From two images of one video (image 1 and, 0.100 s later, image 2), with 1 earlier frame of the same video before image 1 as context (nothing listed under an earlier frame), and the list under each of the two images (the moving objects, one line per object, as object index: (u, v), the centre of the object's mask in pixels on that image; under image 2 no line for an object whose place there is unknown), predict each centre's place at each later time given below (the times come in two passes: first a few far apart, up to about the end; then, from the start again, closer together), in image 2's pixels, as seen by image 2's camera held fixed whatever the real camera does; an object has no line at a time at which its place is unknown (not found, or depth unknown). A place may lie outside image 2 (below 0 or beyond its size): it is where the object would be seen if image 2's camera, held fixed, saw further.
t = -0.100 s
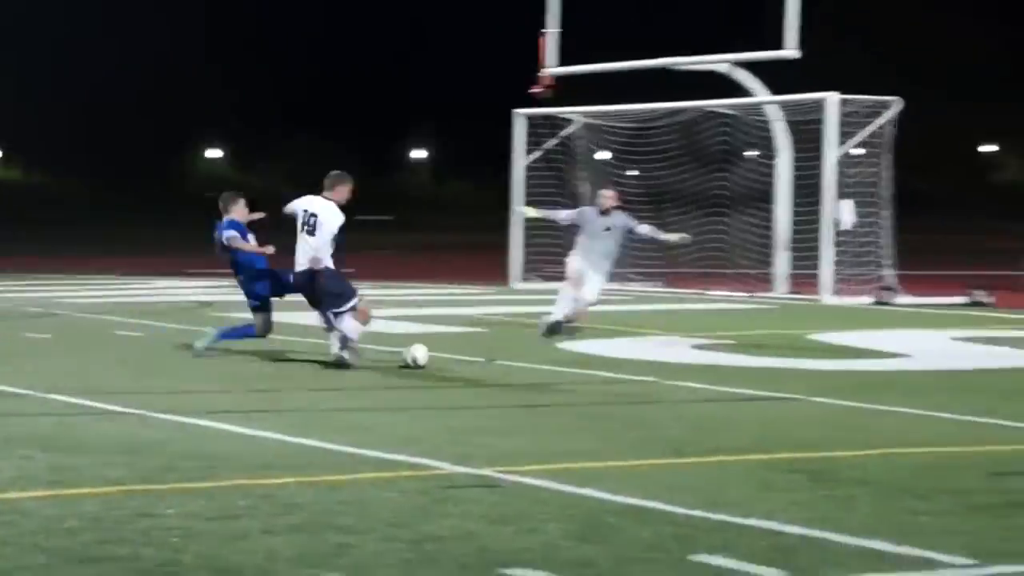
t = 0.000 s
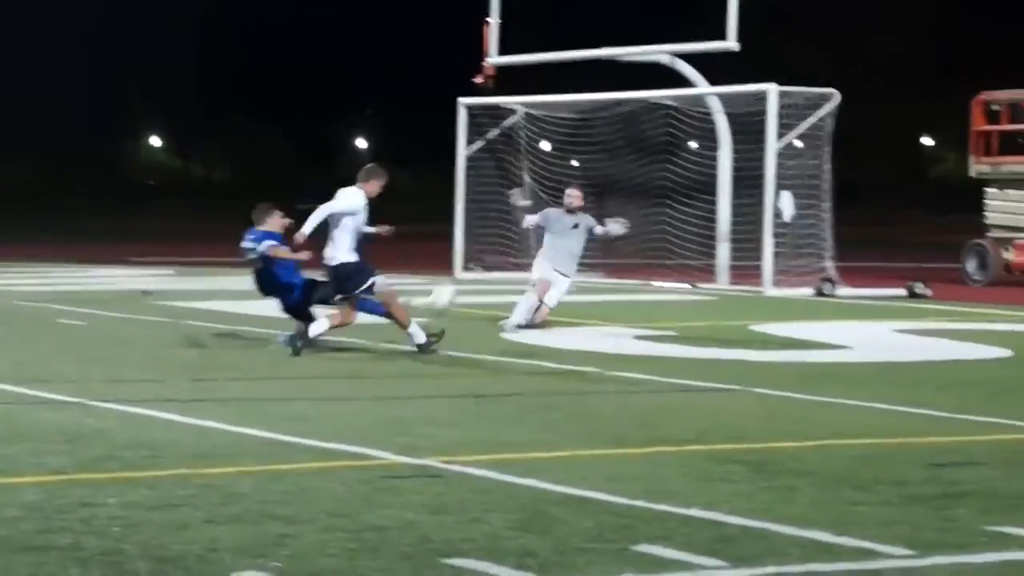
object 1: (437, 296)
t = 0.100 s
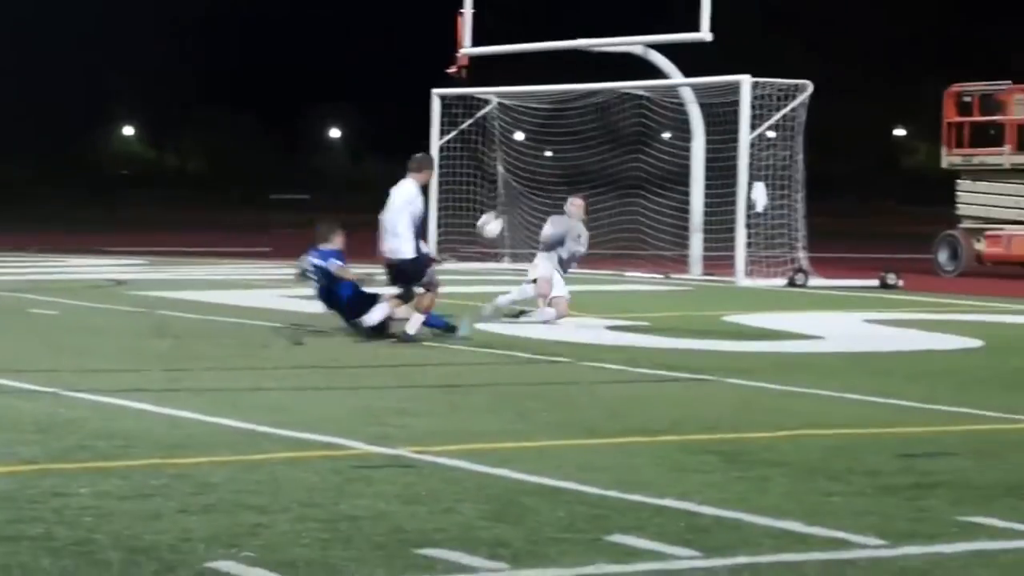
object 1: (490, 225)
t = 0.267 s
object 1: (570, 159)
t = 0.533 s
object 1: (632, 125)
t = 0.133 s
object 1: (509, 207)
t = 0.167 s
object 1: (528, 192)
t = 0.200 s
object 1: (543, 181)
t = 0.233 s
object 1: (559, 169)
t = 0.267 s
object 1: (570, 159)
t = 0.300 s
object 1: (584, 150)
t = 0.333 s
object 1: (591, 138)
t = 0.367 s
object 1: (600, 139)
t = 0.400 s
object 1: (609, 134)
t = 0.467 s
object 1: (622, 127)
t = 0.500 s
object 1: (628, 125)
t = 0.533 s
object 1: (632, 125)
